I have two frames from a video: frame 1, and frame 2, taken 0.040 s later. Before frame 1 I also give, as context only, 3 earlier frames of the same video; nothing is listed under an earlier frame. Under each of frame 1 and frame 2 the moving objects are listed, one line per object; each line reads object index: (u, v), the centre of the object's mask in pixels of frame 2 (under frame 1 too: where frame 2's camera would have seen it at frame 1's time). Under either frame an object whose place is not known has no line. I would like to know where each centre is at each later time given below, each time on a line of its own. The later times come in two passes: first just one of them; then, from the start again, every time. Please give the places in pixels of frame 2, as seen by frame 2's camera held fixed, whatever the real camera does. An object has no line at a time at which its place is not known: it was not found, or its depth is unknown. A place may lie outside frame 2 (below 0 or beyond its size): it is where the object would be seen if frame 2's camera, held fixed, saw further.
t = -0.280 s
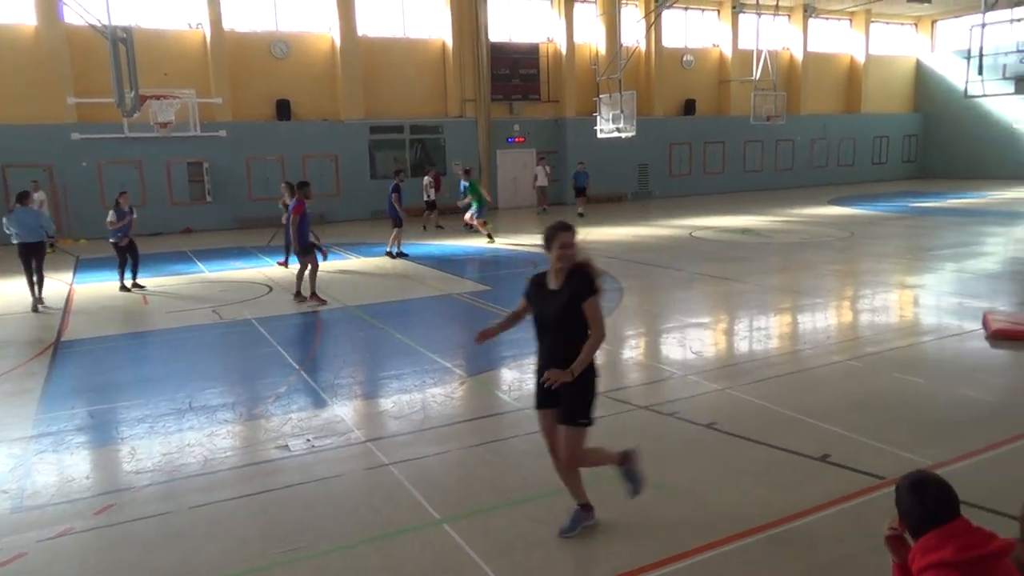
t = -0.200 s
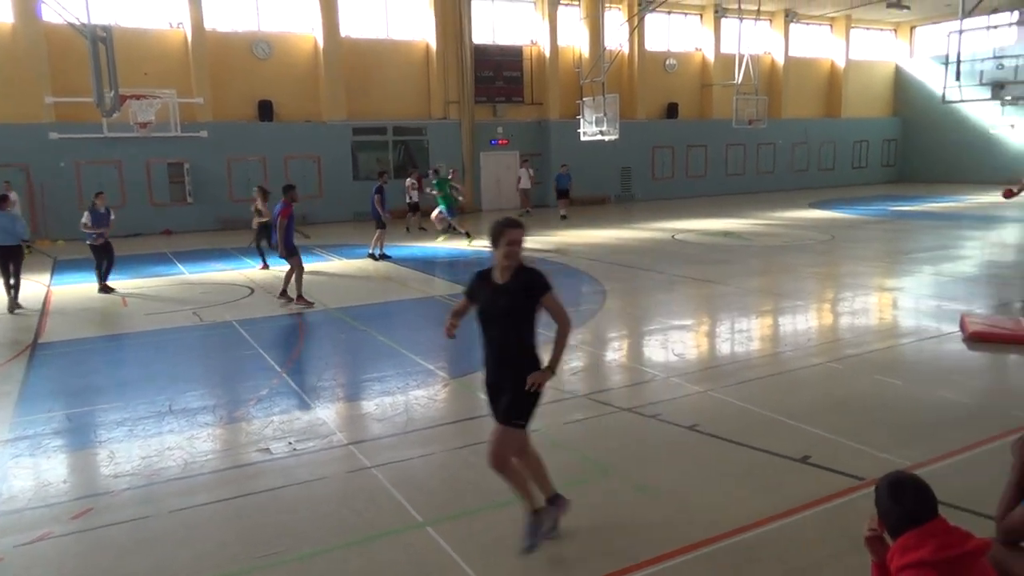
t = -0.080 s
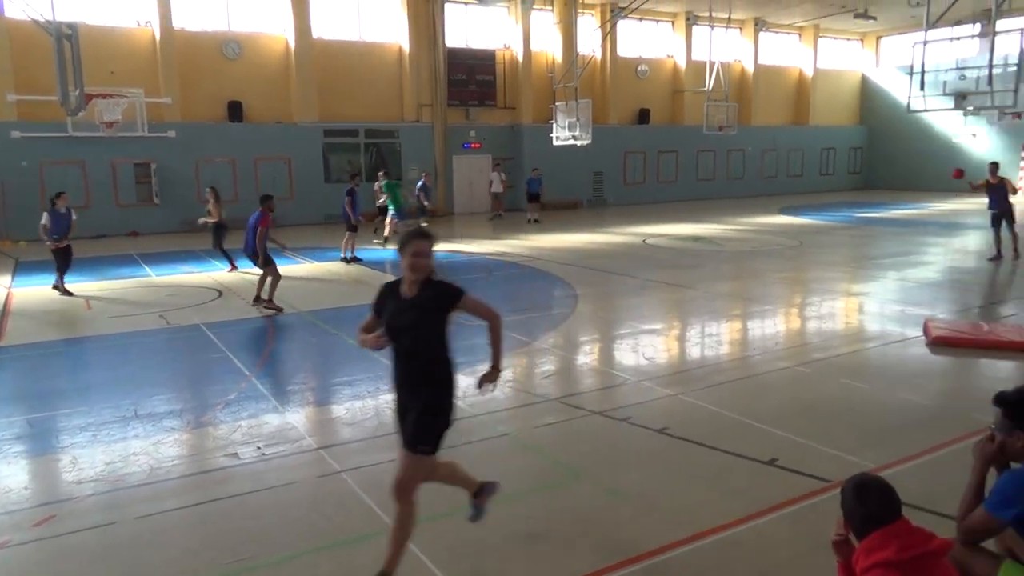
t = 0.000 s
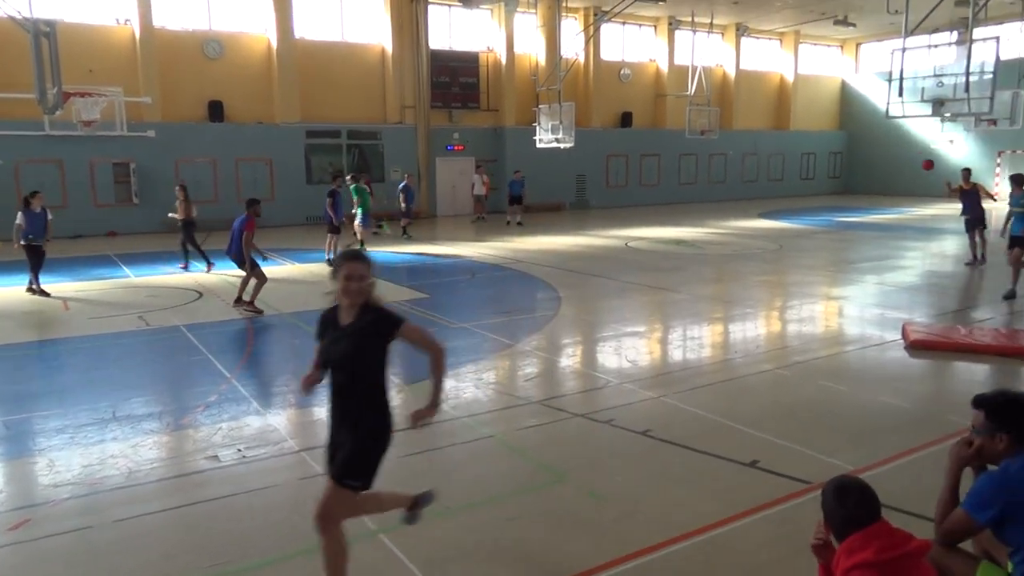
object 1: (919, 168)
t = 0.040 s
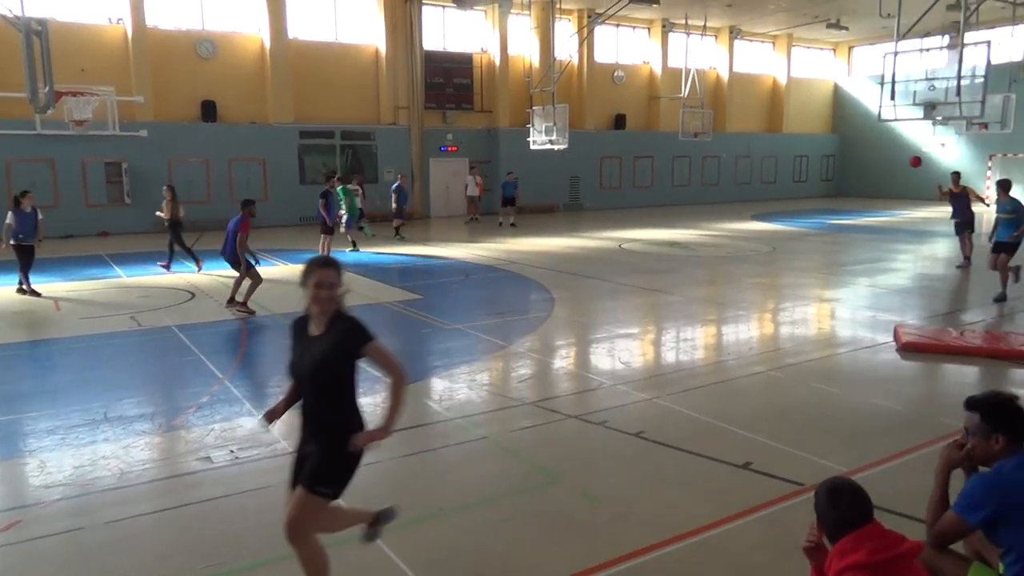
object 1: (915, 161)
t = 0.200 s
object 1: (896, 146)
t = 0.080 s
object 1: (911, 157)
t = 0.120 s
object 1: (906, 152)
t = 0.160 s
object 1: (901, 148)
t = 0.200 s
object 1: (896, 146)
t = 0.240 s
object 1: (891, 144)
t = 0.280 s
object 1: (886, 144)
